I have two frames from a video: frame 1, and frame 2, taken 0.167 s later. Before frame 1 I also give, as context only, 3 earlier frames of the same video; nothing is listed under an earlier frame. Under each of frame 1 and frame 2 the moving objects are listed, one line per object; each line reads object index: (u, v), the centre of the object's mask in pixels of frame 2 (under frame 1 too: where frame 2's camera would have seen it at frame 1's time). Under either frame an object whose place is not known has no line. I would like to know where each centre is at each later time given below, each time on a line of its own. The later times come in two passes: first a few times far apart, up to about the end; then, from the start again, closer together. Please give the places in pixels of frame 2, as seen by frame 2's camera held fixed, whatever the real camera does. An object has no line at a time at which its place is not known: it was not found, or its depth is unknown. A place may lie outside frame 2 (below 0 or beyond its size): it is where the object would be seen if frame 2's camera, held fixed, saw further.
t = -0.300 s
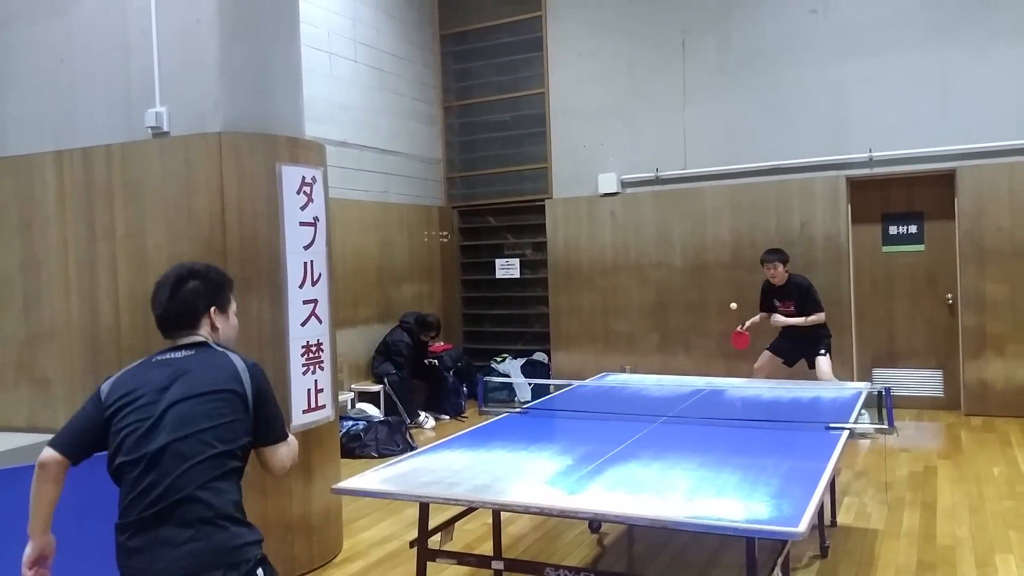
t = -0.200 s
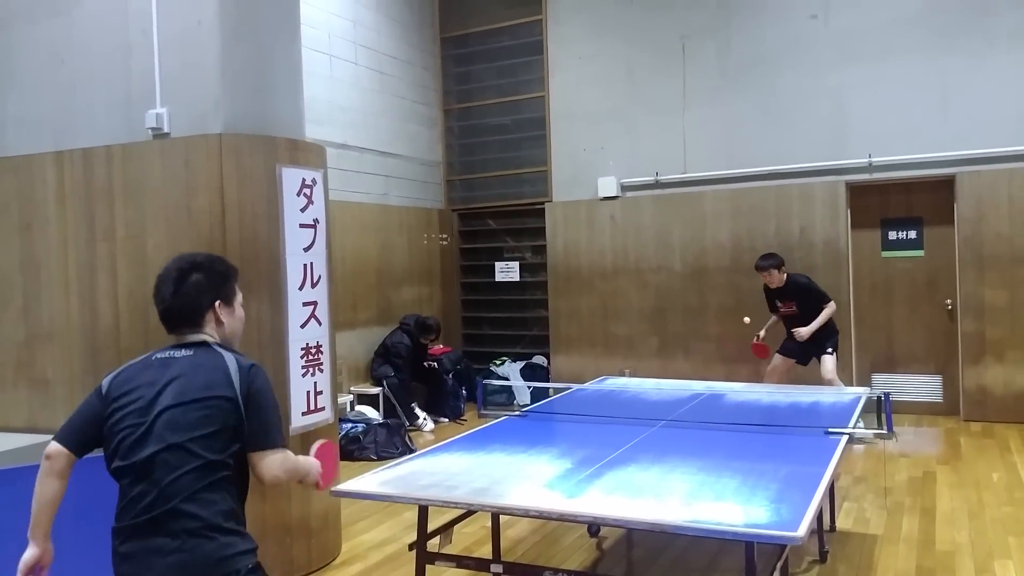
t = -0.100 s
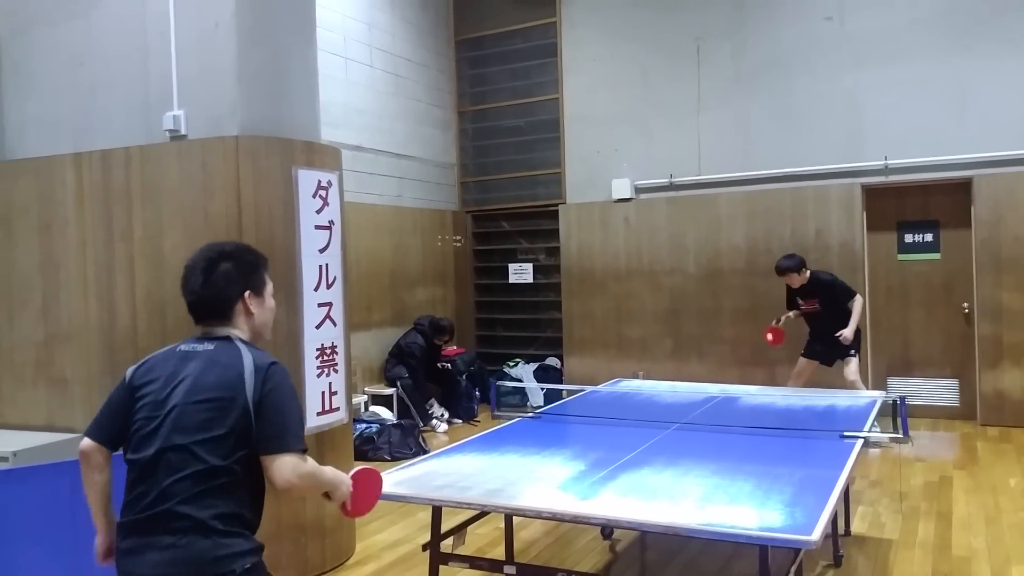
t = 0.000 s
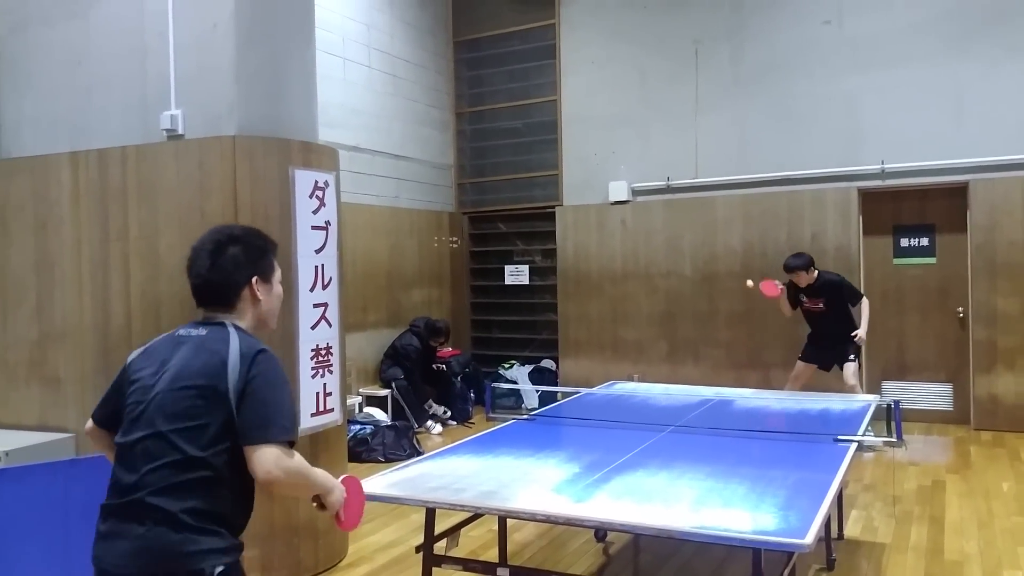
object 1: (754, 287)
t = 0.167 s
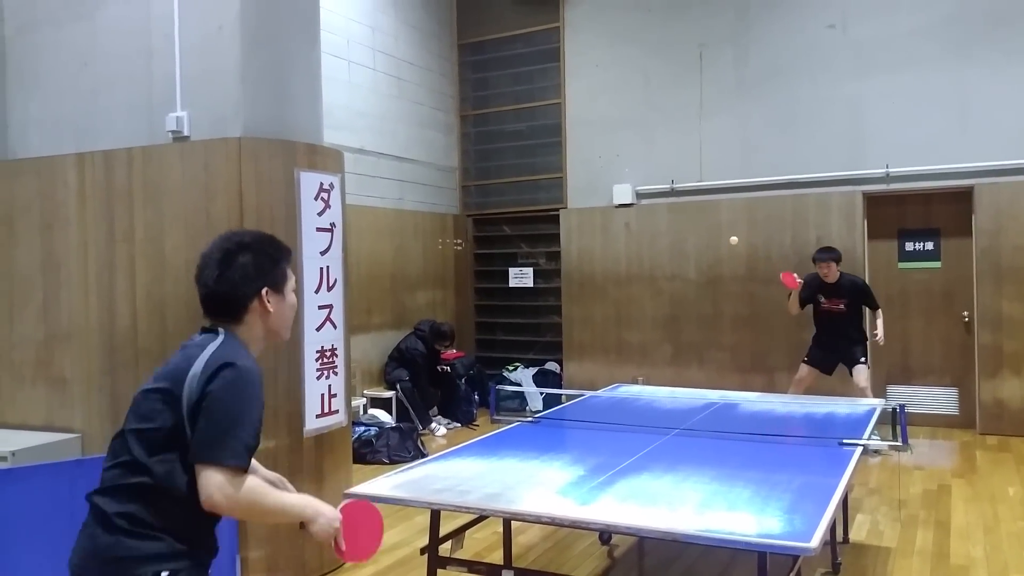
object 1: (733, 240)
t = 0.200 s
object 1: (730, 239)
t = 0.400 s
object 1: (708, 294)
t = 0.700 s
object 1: (674, 384)
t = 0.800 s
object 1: (657, 352)
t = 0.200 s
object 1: (730, 239)
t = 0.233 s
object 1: (726, 240)
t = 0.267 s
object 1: (722, 243)
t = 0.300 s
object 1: (718, 251)
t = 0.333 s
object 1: (714, 262)
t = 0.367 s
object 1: (711, 276)
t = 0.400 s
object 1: (708, 294)
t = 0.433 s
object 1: (705, 317)
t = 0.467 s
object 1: (701, 344)
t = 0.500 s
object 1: (698, 376)
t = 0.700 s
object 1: (674, 384)
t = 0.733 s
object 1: (669, 371)
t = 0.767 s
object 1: (663, 359)
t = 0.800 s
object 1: (657, 352)
